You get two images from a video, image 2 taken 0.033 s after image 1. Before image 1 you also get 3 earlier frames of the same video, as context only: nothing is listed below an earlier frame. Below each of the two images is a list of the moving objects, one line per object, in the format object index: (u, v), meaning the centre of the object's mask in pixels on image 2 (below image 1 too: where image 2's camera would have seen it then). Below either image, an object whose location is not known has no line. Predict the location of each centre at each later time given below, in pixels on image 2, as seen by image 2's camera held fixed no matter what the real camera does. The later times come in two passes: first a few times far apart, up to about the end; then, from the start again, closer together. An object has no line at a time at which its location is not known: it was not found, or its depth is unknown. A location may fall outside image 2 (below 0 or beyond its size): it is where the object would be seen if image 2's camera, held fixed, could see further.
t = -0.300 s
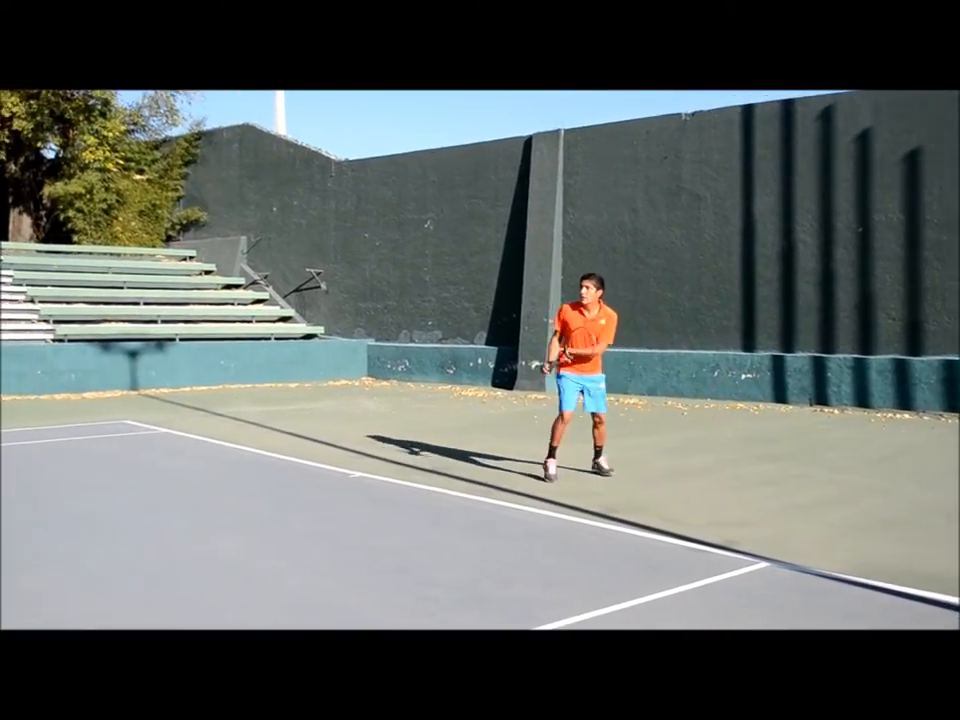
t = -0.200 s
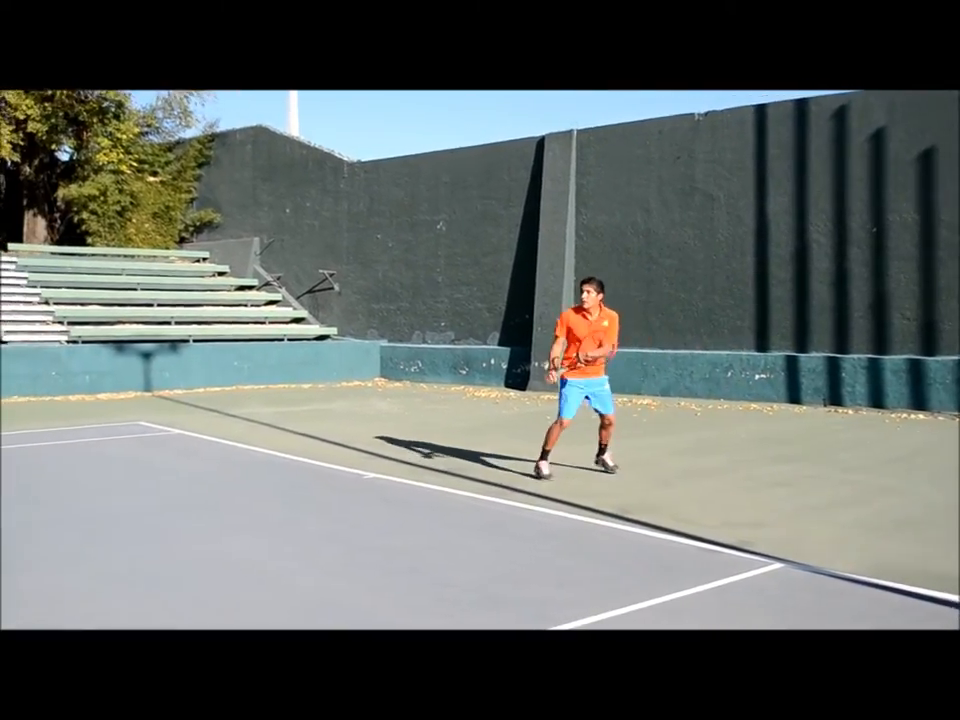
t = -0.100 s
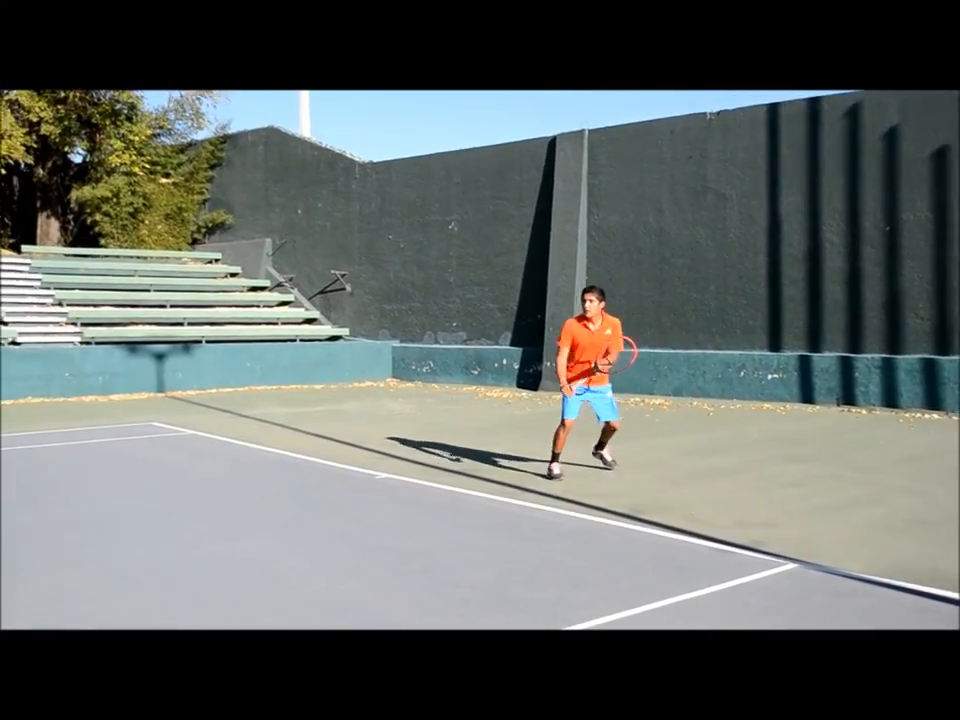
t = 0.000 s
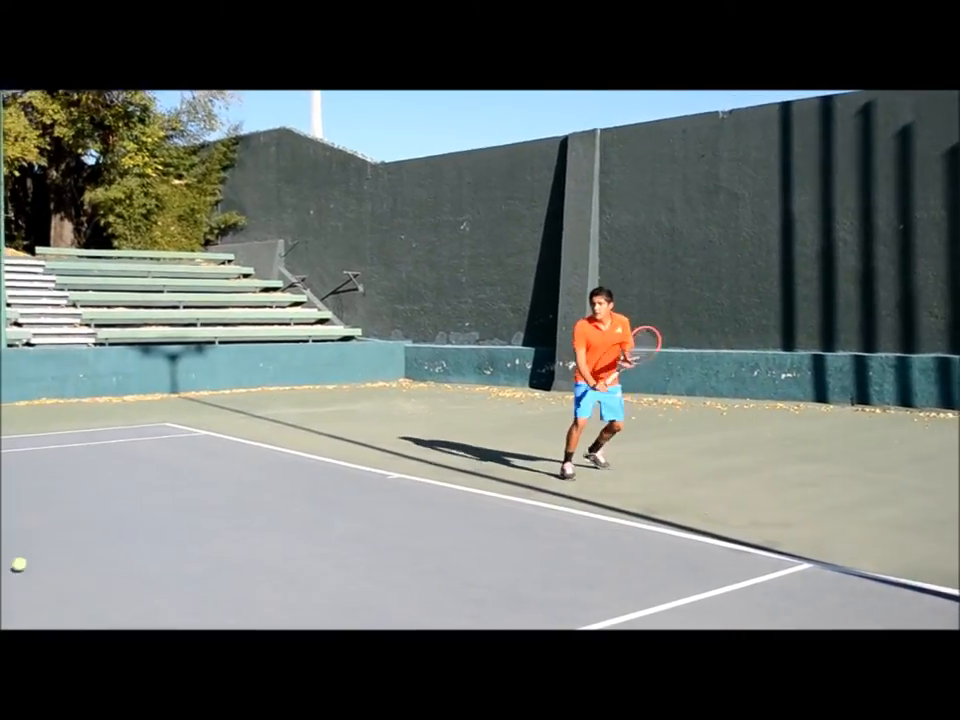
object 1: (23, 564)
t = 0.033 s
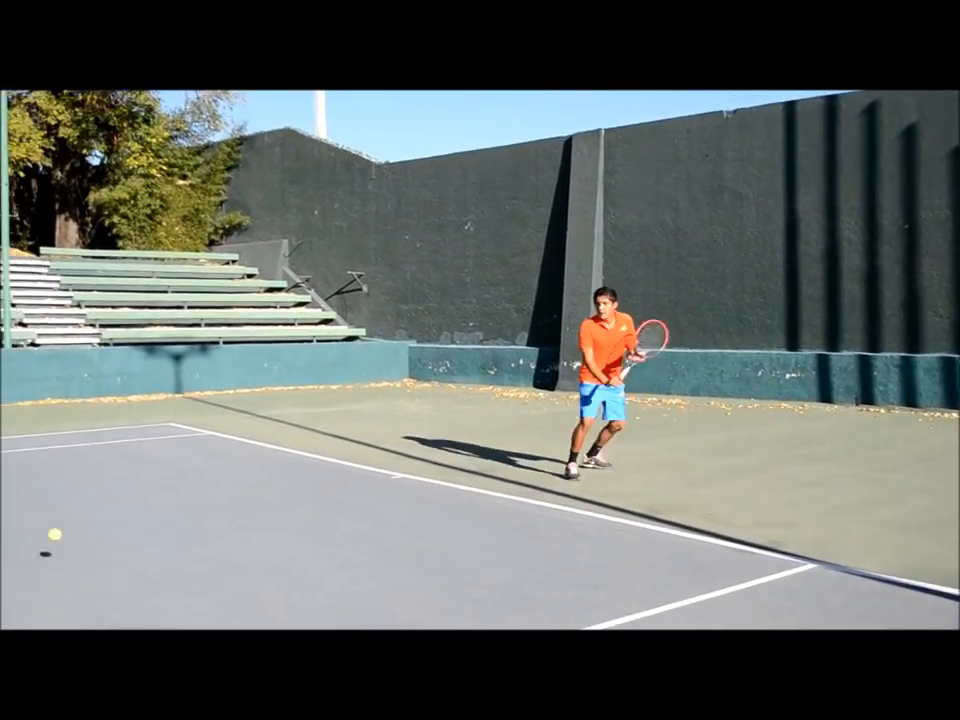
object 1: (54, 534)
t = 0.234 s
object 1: (233, 410)
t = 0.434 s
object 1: (392, 362)
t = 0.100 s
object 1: (115, 484)
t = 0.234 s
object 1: (233, 410)
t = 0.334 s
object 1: (314, 377)
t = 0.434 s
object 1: (392, 362)
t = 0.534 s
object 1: (463, 361)
